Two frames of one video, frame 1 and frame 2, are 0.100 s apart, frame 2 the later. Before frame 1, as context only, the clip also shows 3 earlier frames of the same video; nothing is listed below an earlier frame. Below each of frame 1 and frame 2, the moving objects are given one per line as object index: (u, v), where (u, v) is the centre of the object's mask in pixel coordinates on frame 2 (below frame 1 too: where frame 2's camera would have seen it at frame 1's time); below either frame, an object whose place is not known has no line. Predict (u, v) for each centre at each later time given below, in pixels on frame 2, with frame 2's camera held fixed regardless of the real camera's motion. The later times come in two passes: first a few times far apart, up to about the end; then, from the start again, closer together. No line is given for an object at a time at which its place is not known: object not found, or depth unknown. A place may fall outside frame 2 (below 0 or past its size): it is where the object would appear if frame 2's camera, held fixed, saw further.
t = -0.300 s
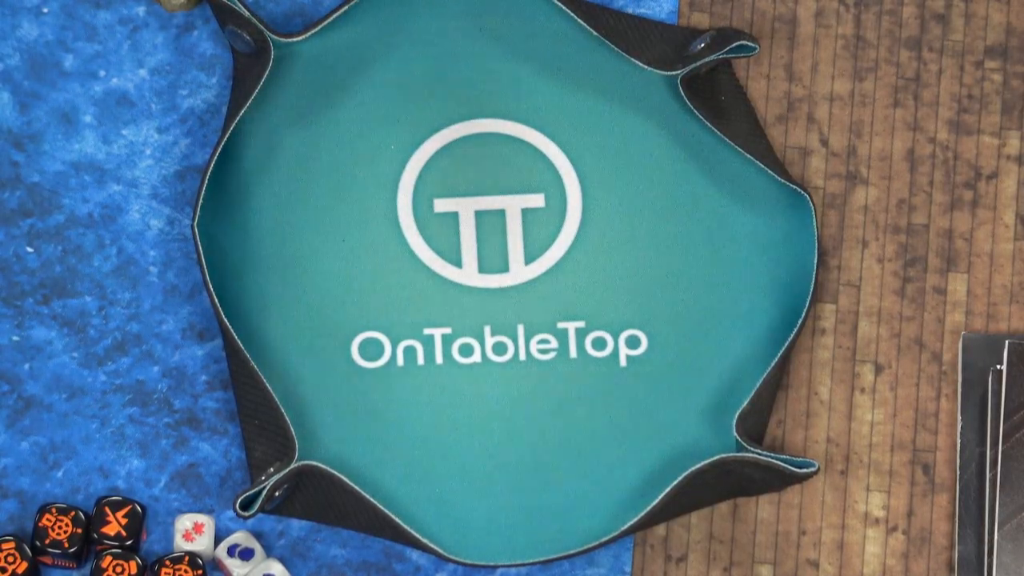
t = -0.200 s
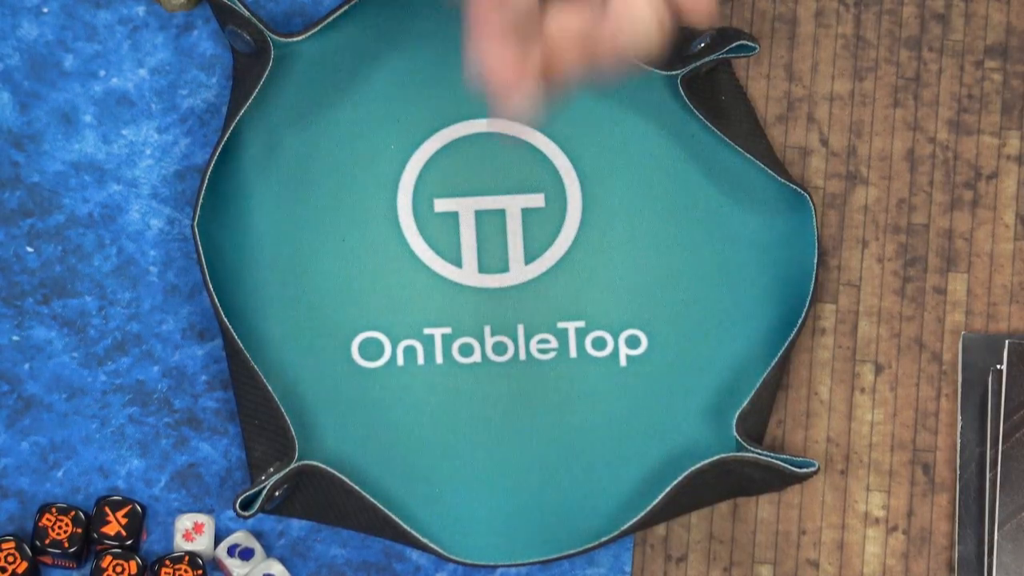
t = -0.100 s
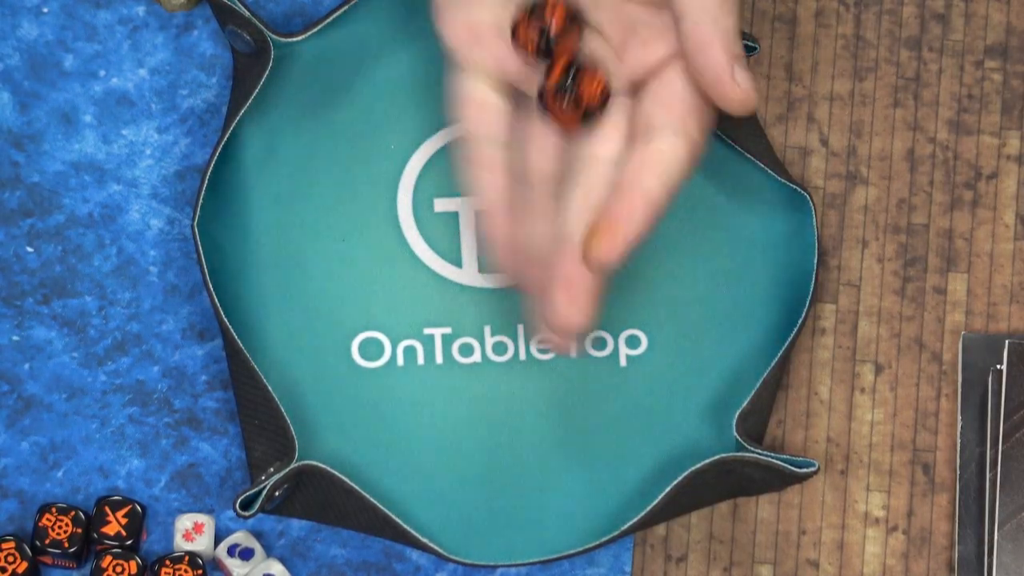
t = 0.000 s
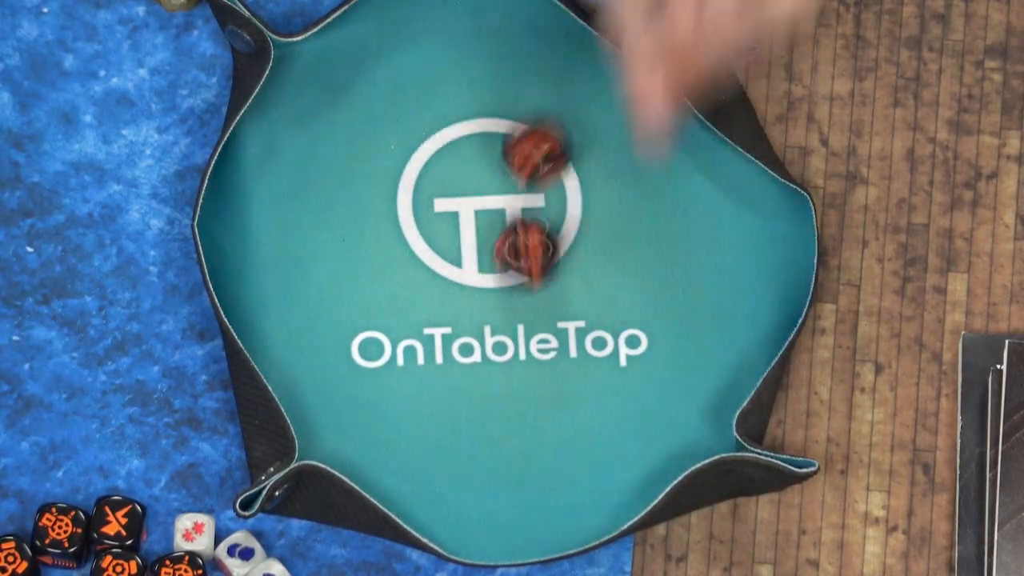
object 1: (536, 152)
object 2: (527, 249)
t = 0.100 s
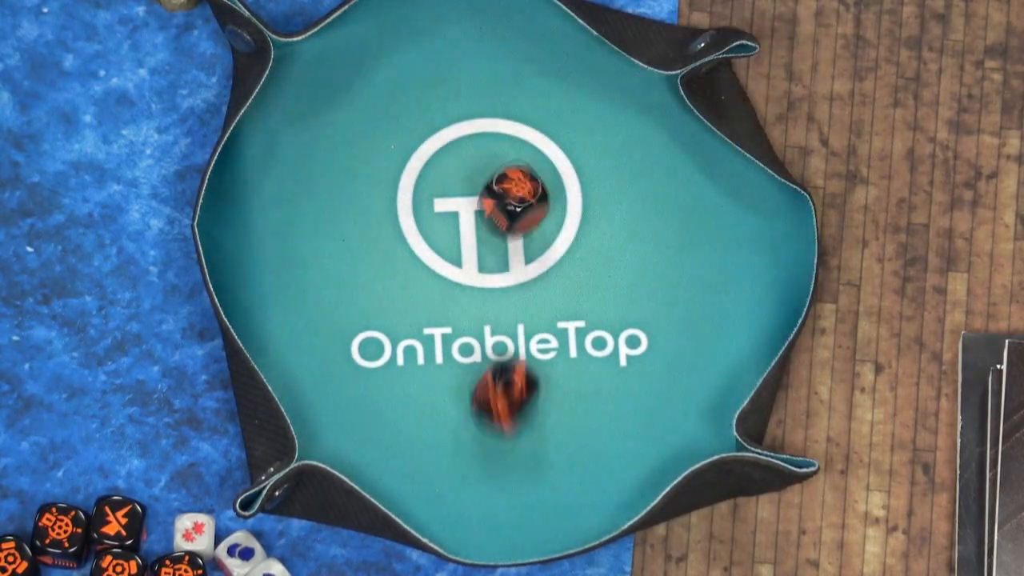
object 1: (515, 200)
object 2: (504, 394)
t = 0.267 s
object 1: (512, 220)
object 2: (521, 538)
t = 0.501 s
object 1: (512, 220)
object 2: (486, 422)
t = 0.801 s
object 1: (512, 220)
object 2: (485, 415)
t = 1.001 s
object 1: (512, 220)
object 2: (485, 415)
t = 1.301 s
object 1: (512, 220)
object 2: (485, 415)
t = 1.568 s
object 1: (512, 220)
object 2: (485, 415)
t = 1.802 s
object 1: (512, 220)
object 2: (485, 415)
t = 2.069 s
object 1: (512, 220)
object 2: (485, 415)
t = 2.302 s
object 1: (512, 220)
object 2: (485, 415)
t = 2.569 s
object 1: (512, 220)
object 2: (485, 415)
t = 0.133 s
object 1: (513, 210)
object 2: (506, 454)
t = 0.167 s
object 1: (512, 219)
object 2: (510, 481)
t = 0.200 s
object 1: (510, 224)
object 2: (520, 520)
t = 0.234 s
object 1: (513, 221)
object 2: (521, 536)
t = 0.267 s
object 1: (512, 220)
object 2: (521, 538)
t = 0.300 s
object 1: (512, 220)
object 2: (522, 538)
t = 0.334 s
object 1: (512, 220)
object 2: (516, 526)
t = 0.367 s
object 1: (512, 220)
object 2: (510, 513)
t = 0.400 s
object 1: (512, 220)
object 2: (497, 481)
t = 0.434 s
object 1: (512, 220)
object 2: (493, 451)
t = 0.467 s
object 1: (512, 220)
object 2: (490, 439)
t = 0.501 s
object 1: (512, 220)
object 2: (486, 422)
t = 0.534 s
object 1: (512, 220)
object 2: (485, 415)
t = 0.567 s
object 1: (512, 220)
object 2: (485, 415)
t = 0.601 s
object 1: (512, 220)
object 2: (485, 415)
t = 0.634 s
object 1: (512, 220)
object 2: (485, 415)
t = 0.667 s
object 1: (512, 220)
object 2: (485, 415)
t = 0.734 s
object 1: (512, 220)
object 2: (485, 415)
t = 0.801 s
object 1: (512, 220)
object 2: (485, 415)
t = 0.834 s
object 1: (512, 220)
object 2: (485, 415)
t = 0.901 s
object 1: (512, 220)
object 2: (484, 415)
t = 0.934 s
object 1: (512, 220)
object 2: (485, 415)
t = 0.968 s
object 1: (512, 220)
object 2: (485, 415)
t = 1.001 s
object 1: (512, 220)
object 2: (485, 415)
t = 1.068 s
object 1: (512, 220)
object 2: (485, 415)
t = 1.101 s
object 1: (512, 220)
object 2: (485, 415)
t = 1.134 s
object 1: (512, 220)
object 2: (485, 415)
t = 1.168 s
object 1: (512, 220)
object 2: (485, 415)
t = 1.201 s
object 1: (512, 220)
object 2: (485, 415)
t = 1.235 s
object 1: (512, 220)
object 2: (485, 415)
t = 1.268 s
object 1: (512, 220)
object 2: (485, 415)
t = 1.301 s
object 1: (512, 220)
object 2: (485, 415)
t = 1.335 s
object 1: (512, 220)
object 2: (485, 415)
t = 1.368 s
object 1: (512, 220)
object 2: (485, 415)
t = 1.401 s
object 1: (512, 220)
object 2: (485, 415)
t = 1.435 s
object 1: (512, 220)
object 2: (485, 415)
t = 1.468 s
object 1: (512, 220)
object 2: (485, 415)
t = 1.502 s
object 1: (512, 220)
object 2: (485, 415)
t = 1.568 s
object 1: (512, 220)
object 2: (485, 415)
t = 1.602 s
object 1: (512, 220)
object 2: (485, 415)
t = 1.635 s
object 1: (512, 220)
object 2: (485, 415)
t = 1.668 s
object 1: (512, 220)
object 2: (485, 415)
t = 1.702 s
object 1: (512, 220)
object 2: (485, 415)
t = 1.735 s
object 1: (512, 220)
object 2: (485, 415)
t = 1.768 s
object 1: (512, 220)
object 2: (485, 415)
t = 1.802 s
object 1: (512, 220)
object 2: (485, 415)
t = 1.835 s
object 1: (512, 220)
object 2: (485, 415)
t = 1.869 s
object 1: (512, 220)
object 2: (485, 415)
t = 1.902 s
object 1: (512, 220)
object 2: (485, 415)
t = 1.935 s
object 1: (512, 220)
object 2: (485, 415)
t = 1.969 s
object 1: (512, 220)
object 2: (485, 415)
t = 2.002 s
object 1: (512, 220)
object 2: (485, 415)
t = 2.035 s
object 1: (512, 220)
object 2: (485, 415)
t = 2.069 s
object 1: (512, 220)
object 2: (485, 415)
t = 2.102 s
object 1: (512, 220)
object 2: (485, 415)
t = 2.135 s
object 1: (512, 220)
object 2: (485, 415)
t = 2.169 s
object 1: (512, 220)
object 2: (485, 415)
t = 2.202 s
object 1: (512, 220)
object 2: (485, 415)
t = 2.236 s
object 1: (512, 220)
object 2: (485, 415)
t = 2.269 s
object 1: (512, 220)
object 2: (485, 415)
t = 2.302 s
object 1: (512, 220)
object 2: (485, 415)
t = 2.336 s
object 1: (512, 220)
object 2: (485, 415)
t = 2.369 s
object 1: (512, 220)
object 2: (485, 415)
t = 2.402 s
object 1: (512, 220)
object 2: (485, 415)
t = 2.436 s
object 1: (512, 220)
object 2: (485, 415)
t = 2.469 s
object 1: (512, 220)
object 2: (485, 415)
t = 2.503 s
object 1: (512, 220)
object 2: (485, 415)
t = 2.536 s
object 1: (512, 220)
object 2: (485, 415)
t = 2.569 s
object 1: (512, 220)
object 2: (485, 415)
